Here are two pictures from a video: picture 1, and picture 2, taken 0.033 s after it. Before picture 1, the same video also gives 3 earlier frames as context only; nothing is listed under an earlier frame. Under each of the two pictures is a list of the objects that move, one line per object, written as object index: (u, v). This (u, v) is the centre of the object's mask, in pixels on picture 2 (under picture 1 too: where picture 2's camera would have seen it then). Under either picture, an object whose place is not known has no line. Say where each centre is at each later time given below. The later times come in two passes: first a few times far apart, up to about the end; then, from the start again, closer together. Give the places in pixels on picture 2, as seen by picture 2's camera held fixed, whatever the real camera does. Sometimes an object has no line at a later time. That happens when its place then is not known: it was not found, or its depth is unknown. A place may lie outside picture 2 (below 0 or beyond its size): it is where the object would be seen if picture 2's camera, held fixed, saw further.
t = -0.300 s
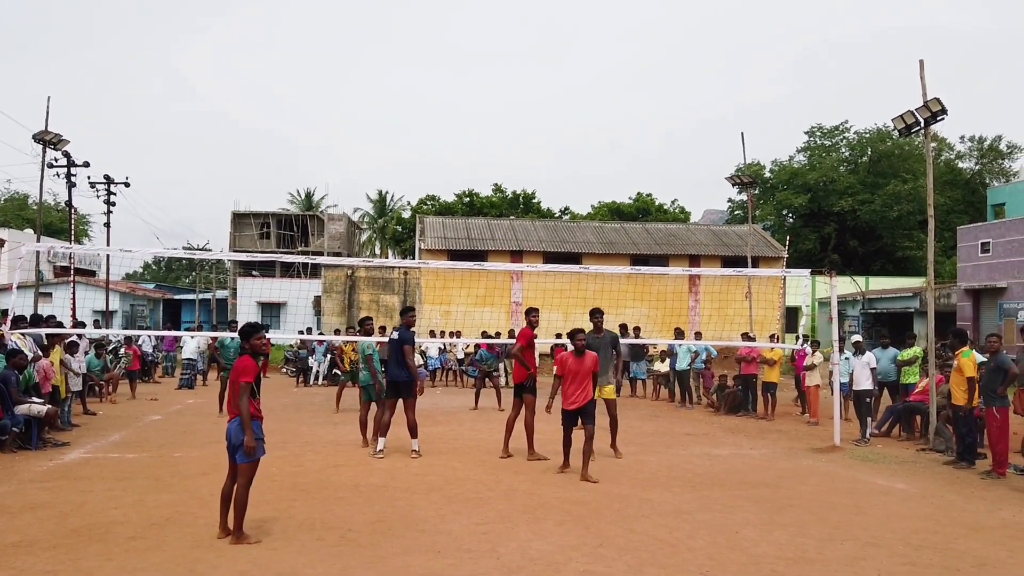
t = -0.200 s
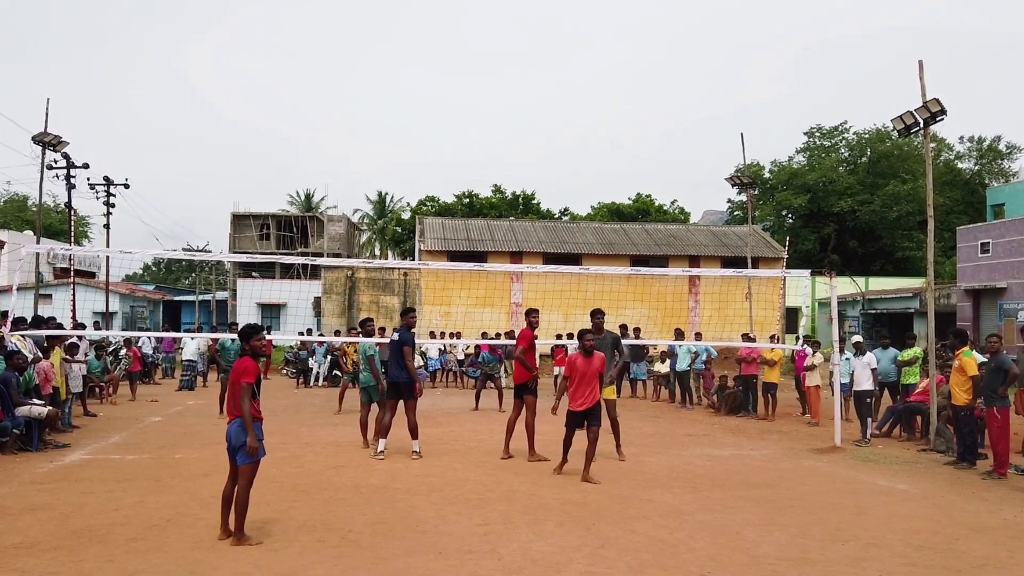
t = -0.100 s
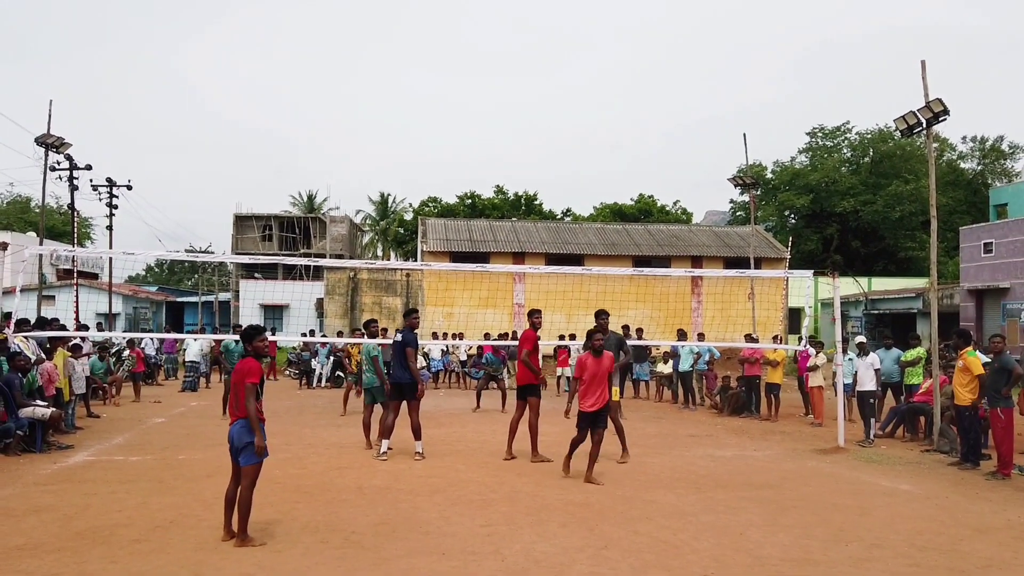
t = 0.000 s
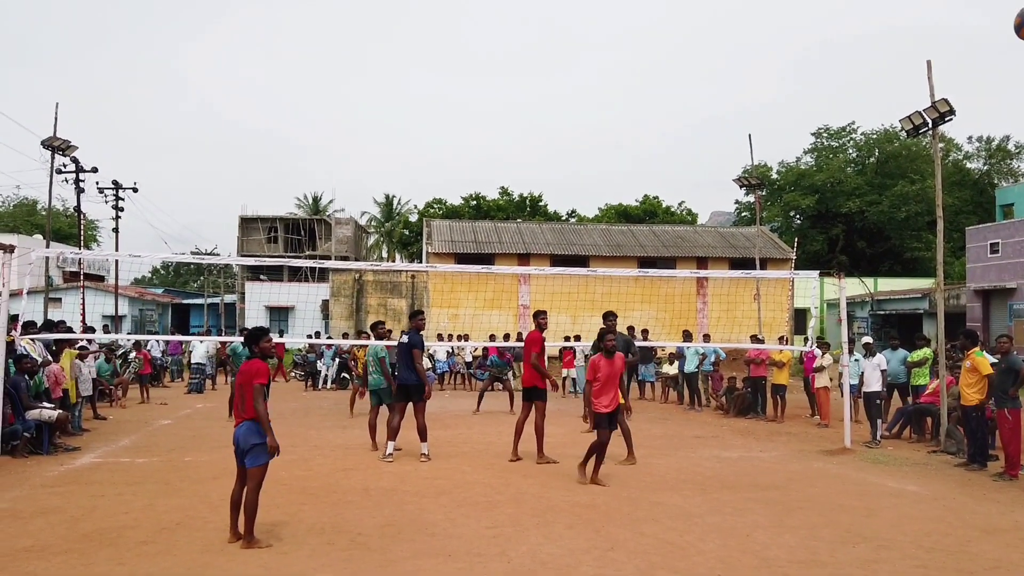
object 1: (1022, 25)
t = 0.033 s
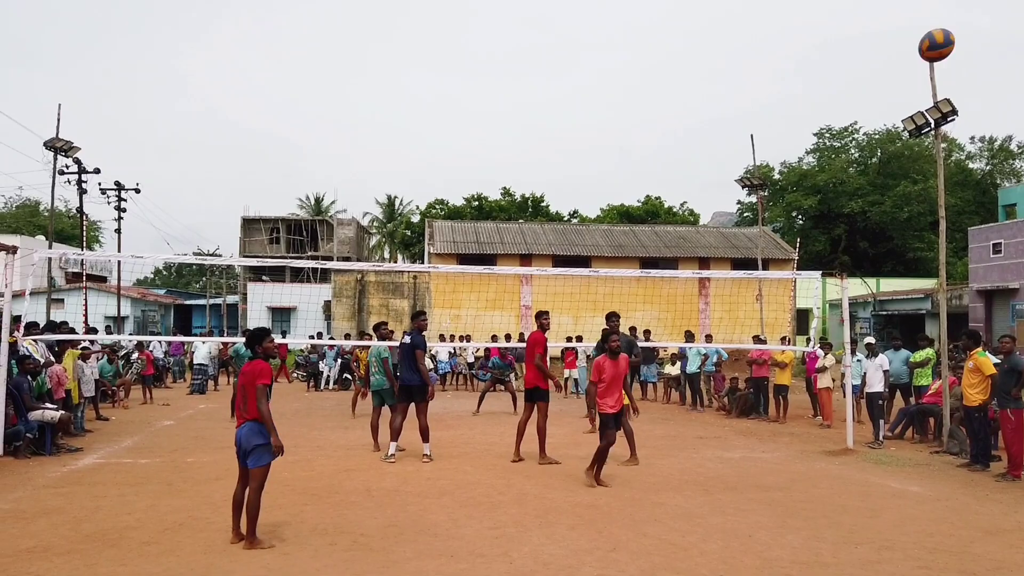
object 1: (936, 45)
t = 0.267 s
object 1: (617, 175)
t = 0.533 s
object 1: (493, 299)
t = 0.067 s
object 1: (859, 67)
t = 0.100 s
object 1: (798, 87)
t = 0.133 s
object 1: (749, 106)
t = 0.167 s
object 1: (707, 124)
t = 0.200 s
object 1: (672, 142)
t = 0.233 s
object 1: (642, 159)
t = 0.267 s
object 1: (617, 175)
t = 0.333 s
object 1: (576, 209)
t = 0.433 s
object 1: (529, 253)
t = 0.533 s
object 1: (493, 299)
